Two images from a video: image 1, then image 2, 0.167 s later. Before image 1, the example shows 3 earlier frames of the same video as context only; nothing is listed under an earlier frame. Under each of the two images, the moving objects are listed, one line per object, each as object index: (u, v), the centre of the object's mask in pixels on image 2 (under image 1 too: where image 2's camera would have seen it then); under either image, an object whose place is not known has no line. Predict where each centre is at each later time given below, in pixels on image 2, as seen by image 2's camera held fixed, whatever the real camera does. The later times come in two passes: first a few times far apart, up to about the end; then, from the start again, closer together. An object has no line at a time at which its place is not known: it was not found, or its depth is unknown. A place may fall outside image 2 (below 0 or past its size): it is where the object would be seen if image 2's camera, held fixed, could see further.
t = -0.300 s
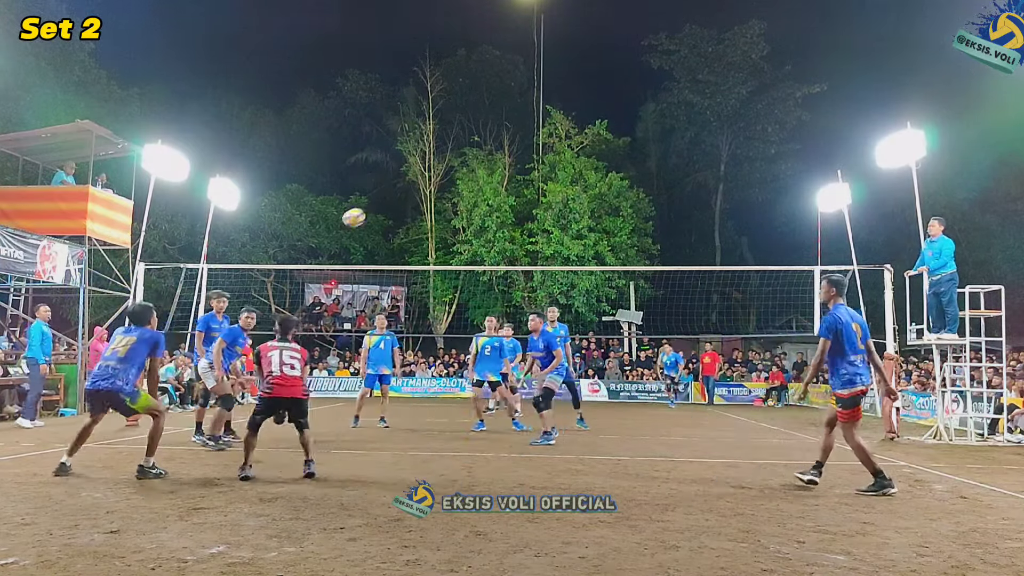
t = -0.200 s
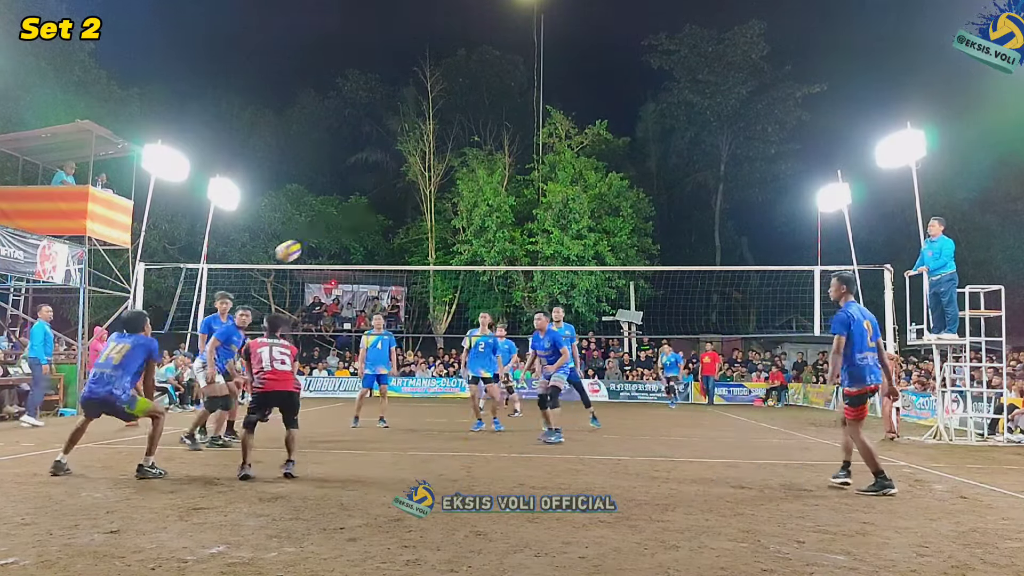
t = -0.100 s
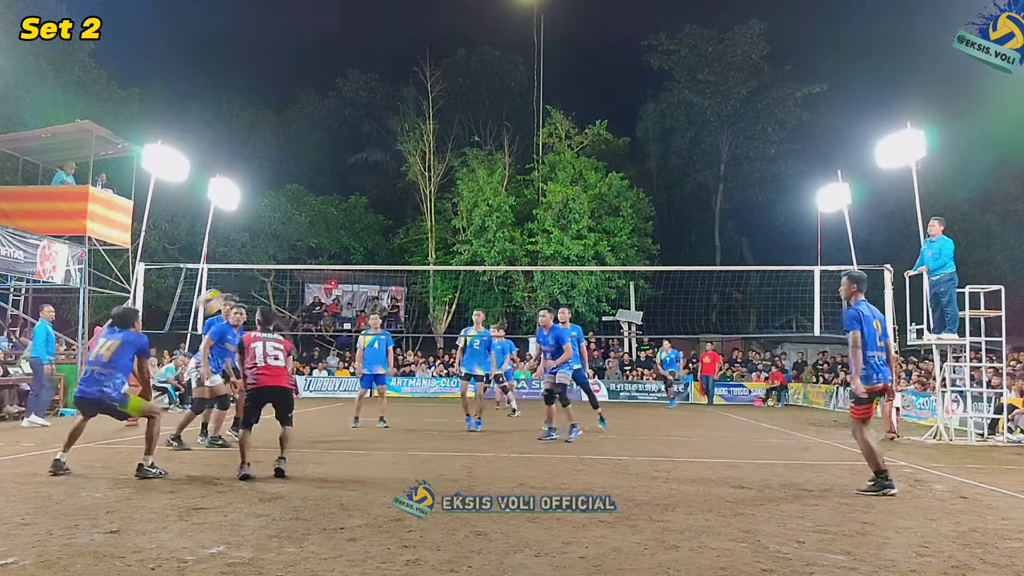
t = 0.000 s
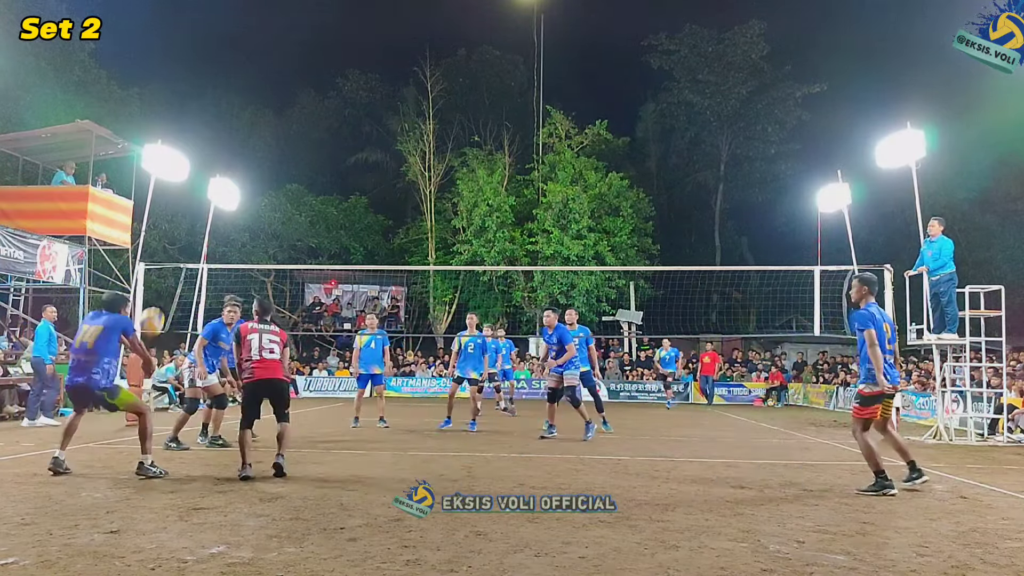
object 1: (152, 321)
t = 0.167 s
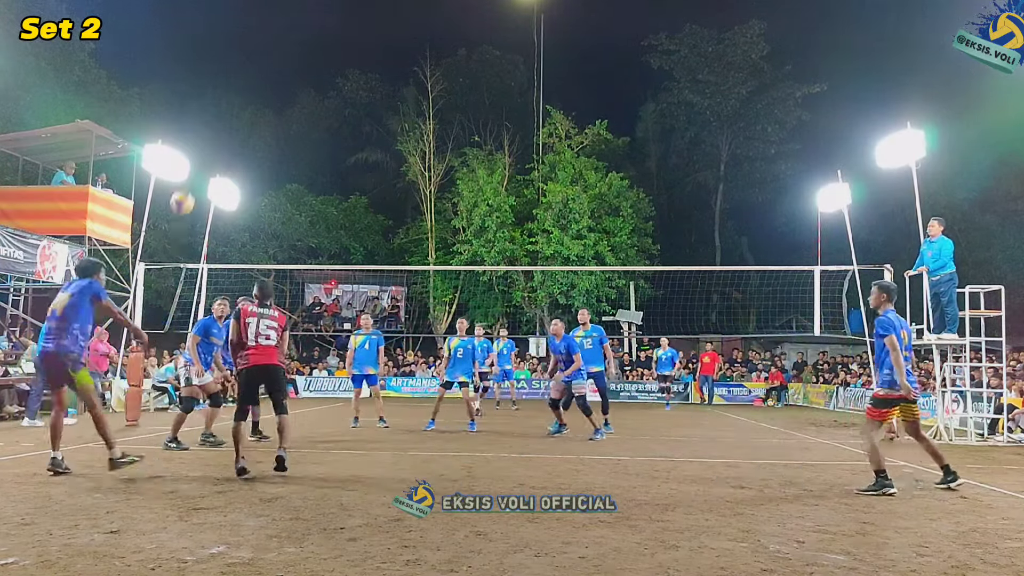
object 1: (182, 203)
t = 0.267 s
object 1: (199, 151)
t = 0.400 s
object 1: (218, 103)
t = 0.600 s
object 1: (242, 66)
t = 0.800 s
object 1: (262, 66)
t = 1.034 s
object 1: (280, 105)
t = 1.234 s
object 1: (293, 167)
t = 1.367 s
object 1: (300, 221)
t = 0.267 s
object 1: (199, 151)
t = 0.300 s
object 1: (204, 137)
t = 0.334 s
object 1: (208, 124)
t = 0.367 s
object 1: (213, 113)
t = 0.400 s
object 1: (218, 103)
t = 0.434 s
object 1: (222, 94)
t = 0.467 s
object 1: (226, 86)
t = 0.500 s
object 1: (230, 79)
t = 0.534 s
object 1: (235, 74)
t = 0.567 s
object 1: (238, 70)
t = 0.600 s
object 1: (242, 66)
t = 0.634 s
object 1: (246, 64)
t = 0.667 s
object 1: (249, 62)
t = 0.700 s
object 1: (252, 62)
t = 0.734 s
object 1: (255, 63)
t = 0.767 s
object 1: (259, 64)
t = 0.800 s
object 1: (262, 66)
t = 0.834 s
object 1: (264, 70)
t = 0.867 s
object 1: (267, 74)
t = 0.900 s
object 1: (270, 78)
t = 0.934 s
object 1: (273, 84)
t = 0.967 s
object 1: (275, 90)
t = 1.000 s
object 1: (278, 97)
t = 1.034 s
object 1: (280, 105)
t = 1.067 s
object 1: (282, 114)
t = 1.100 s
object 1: (285, 123)
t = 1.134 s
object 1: (287, 133)
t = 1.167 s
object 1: (289, 144)
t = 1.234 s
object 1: (293, 167)
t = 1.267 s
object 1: (295, 180)
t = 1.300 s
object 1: (297, 193)
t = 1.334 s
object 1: (299, 207)
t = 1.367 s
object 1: (300, 221)
